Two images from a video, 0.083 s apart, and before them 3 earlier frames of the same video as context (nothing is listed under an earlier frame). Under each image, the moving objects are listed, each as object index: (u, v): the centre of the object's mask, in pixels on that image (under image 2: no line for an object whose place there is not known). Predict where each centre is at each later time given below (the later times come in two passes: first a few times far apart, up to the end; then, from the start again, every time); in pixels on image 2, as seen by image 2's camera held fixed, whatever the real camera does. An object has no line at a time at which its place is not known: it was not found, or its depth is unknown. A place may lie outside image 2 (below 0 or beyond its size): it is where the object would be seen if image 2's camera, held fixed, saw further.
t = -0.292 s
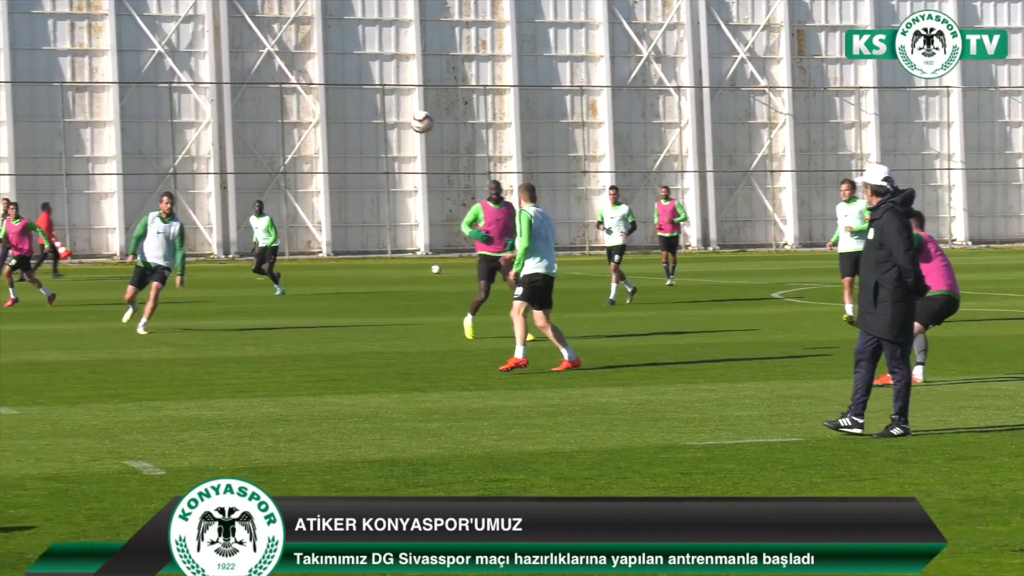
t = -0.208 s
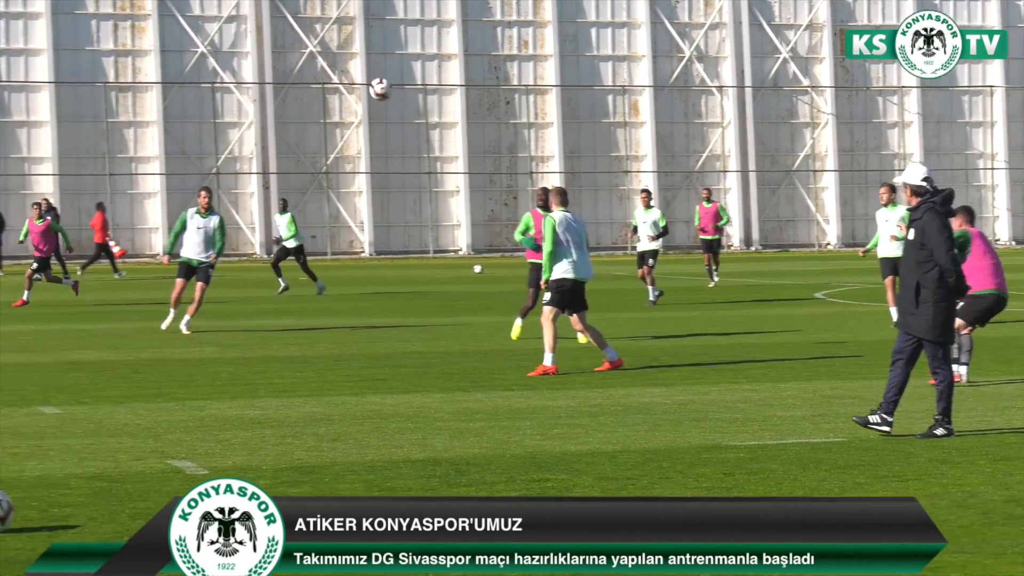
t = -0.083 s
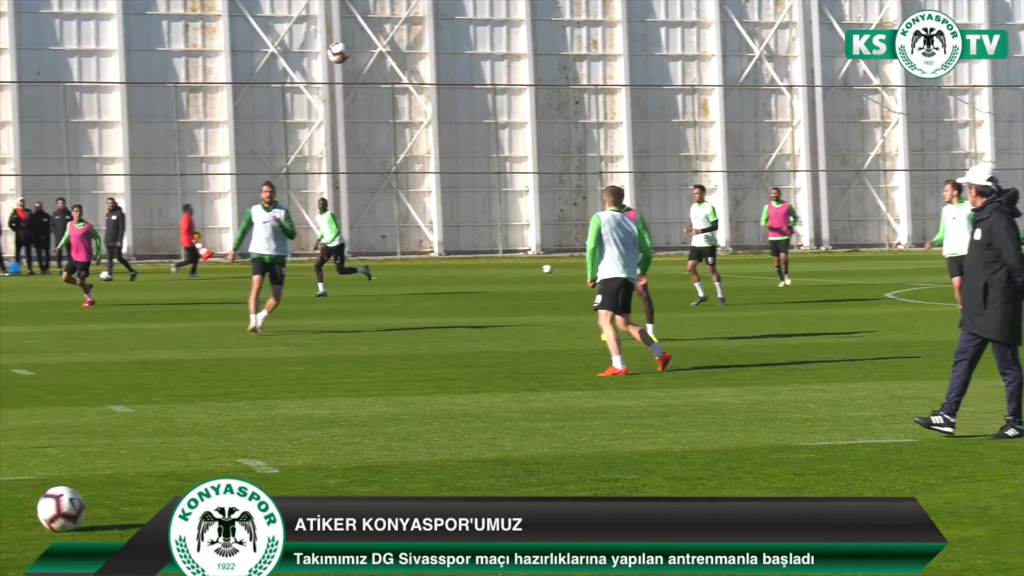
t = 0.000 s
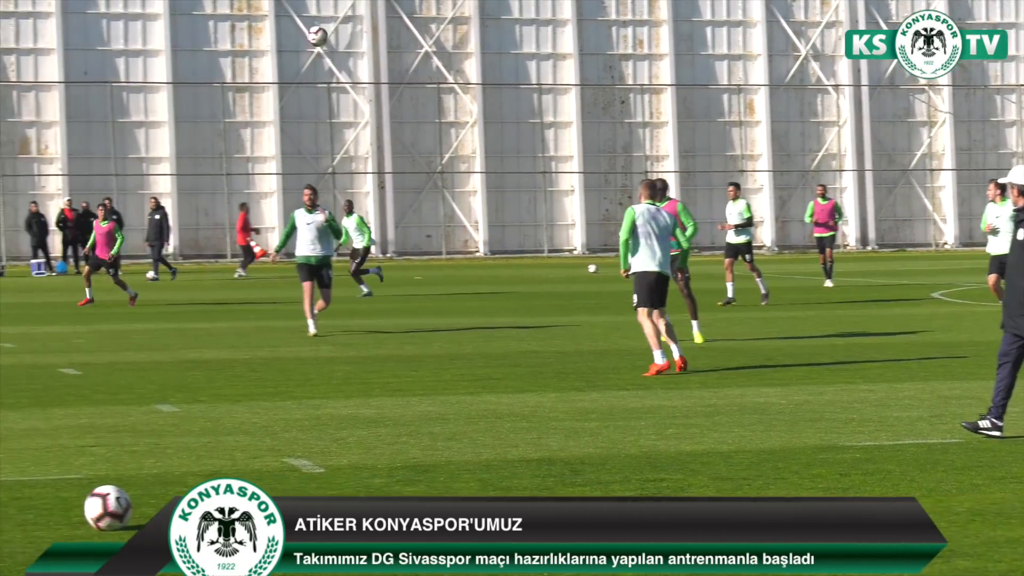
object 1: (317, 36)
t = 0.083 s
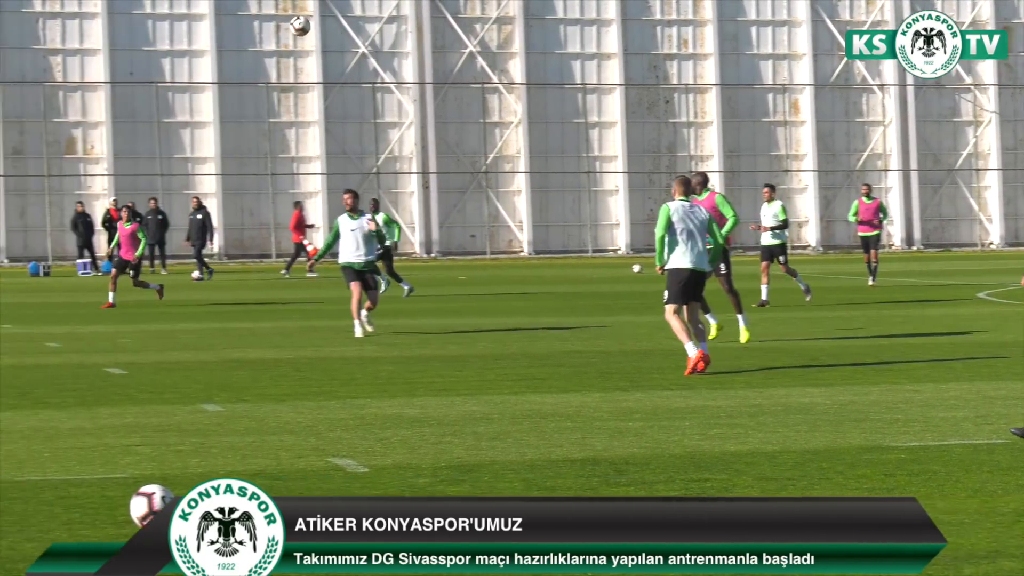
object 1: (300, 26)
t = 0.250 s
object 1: (187, 20)
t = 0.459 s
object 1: (64, 36)
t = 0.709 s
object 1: (-61, 89)
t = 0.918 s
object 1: (-149, 153)
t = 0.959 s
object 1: (-166, 168)
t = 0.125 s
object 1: (270, 23)
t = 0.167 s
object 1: (242, 20)
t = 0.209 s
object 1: (213, 20)
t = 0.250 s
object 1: (187, 20)
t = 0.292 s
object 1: (161, 21)
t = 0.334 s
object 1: (136, 22)
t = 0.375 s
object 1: (111, 26)
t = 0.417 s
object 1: (88, 31)
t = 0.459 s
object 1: (64, 36)
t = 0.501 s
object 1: (42, 42)
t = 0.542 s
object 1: (19, 50)
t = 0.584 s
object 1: (-1, 59)
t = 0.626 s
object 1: (-21, 68)
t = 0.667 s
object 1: (-41, 77)
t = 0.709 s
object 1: (-61, 89)
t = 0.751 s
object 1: (-80, 100)
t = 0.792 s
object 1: (-99, 112)
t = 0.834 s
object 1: (-116, 125)
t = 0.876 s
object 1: (-133, 139)
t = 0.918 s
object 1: (-149, 153)
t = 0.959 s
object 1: (-166, 168)
